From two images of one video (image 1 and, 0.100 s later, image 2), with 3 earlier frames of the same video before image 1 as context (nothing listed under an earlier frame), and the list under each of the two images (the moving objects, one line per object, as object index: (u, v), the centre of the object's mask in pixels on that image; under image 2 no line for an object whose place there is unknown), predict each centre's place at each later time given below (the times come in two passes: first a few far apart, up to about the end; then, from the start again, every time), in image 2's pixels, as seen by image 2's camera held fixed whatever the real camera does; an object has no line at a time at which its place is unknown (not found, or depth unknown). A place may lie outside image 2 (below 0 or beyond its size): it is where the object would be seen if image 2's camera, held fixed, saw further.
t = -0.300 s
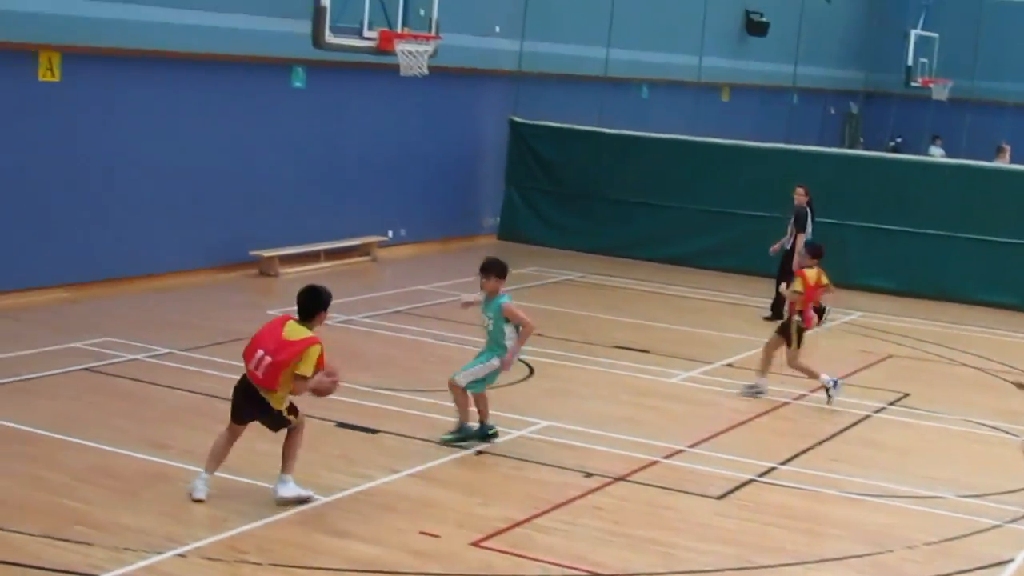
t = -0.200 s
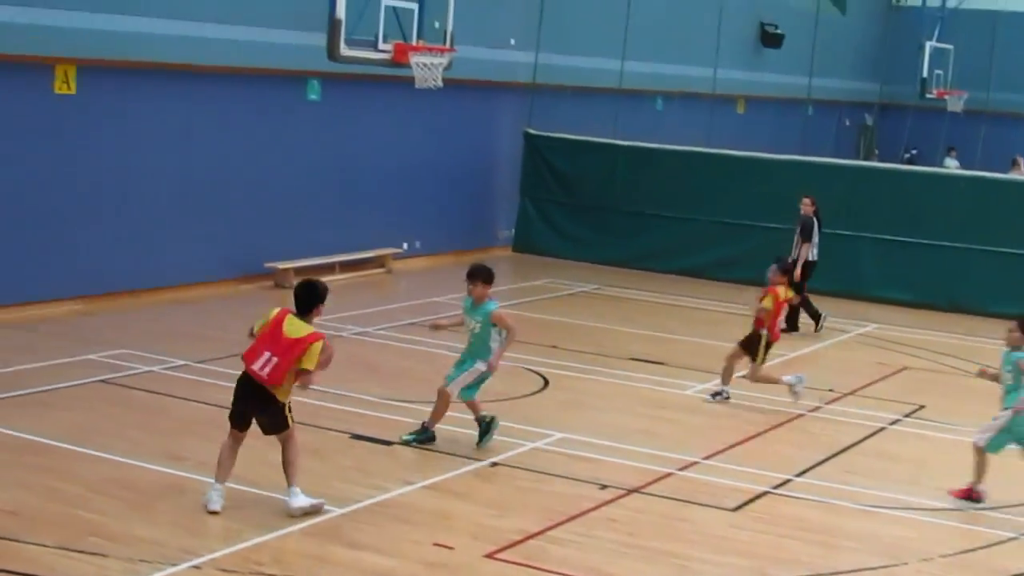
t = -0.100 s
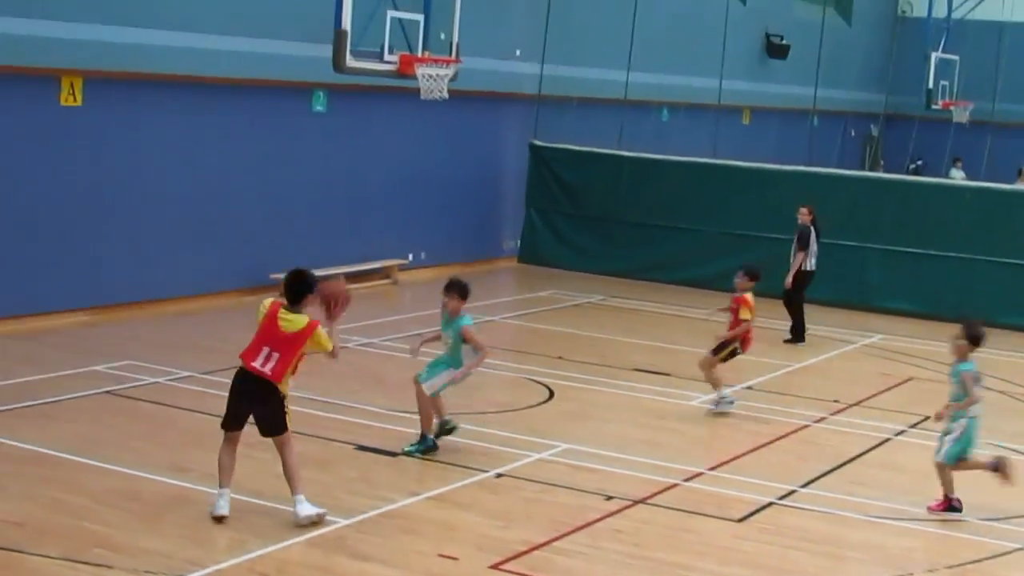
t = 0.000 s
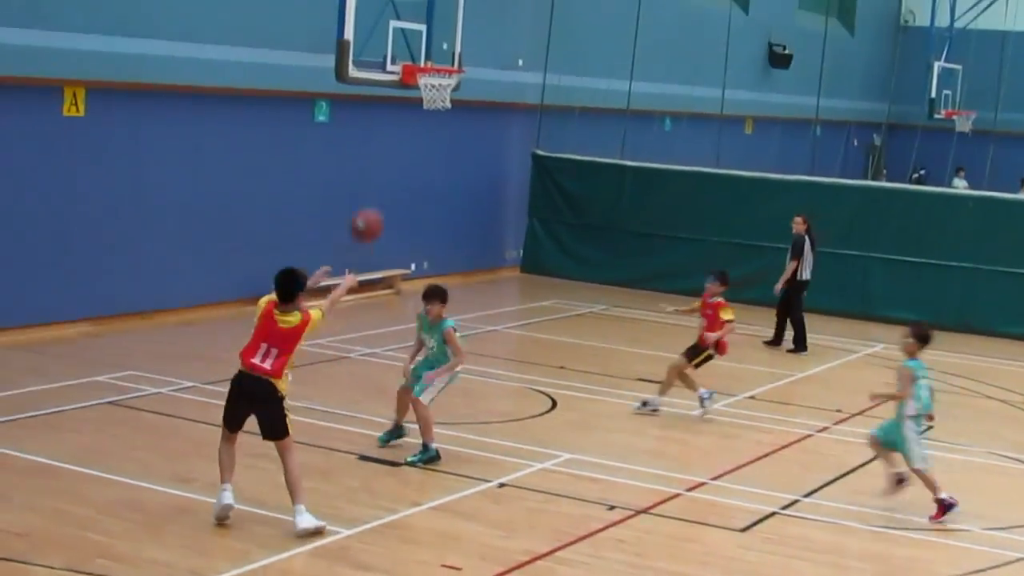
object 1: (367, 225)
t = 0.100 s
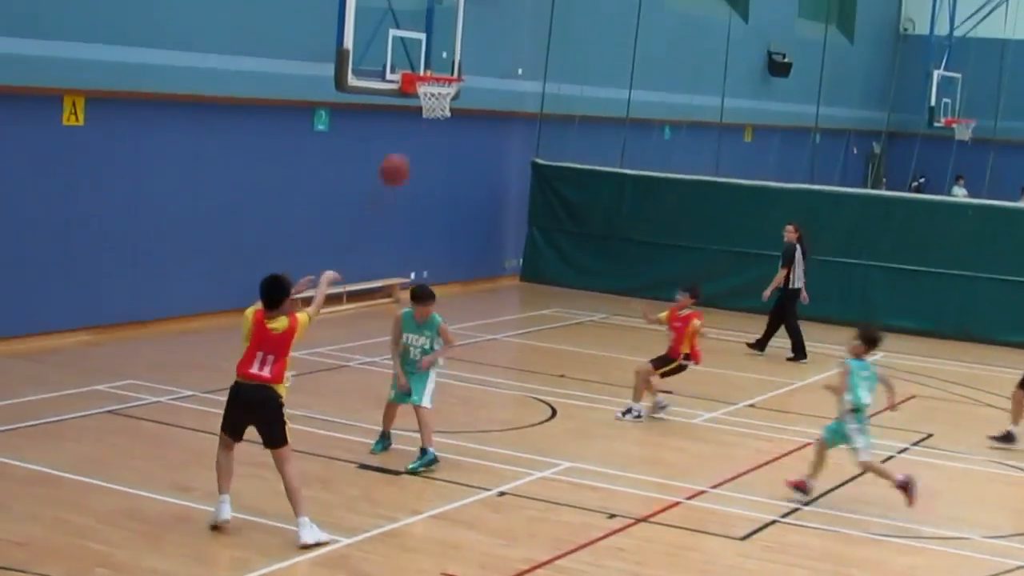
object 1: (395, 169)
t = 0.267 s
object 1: (435, 102)
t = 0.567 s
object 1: (495, 76)
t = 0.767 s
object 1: (526, 115)
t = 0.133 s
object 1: (403, 152)
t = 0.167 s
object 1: (412, 136)
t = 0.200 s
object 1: (420, 124)
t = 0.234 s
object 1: (428, 112)
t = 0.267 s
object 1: (435, 102)
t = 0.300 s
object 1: (444, 94)
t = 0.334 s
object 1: (450, 86)
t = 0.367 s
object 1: (458, 81)
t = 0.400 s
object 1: (464, 76)
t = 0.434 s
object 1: (471, 73)
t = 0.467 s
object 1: (477, 71)
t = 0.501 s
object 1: (483, 72)
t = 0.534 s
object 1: (490, 73)
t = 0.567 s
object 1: (495, 76)
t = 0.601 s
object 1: (500, 80)
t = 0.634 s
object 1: (506, 85)
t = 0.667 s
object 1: (511, 91)
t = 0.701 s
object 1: (516, 99)
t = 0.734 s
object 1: (521, 106)
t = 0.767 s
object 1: (526, 115)
